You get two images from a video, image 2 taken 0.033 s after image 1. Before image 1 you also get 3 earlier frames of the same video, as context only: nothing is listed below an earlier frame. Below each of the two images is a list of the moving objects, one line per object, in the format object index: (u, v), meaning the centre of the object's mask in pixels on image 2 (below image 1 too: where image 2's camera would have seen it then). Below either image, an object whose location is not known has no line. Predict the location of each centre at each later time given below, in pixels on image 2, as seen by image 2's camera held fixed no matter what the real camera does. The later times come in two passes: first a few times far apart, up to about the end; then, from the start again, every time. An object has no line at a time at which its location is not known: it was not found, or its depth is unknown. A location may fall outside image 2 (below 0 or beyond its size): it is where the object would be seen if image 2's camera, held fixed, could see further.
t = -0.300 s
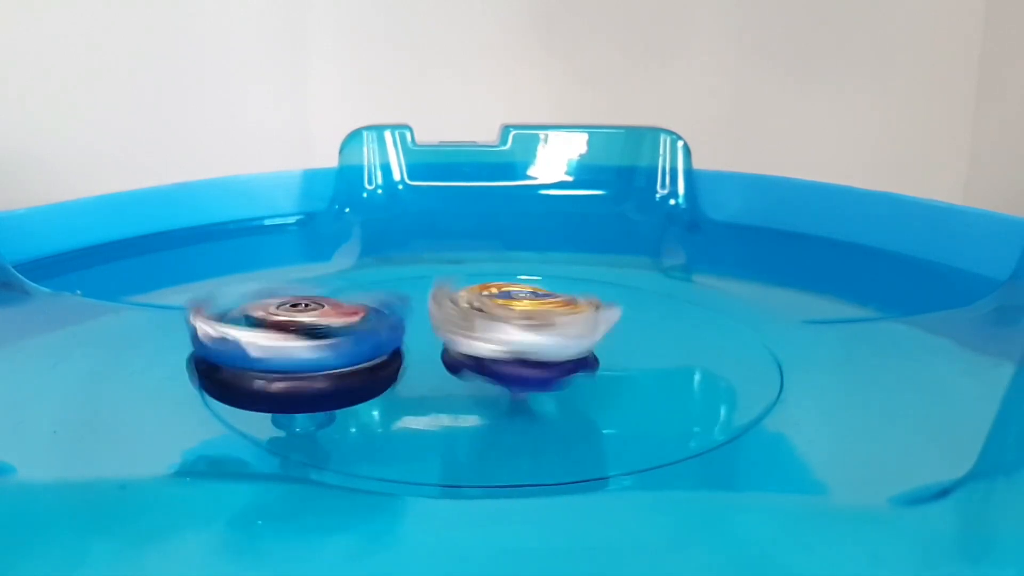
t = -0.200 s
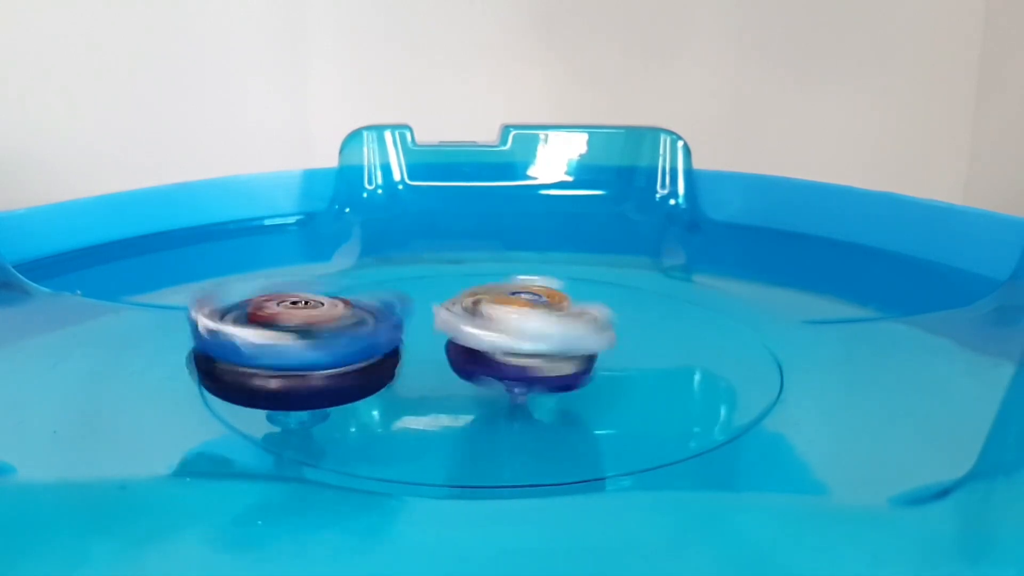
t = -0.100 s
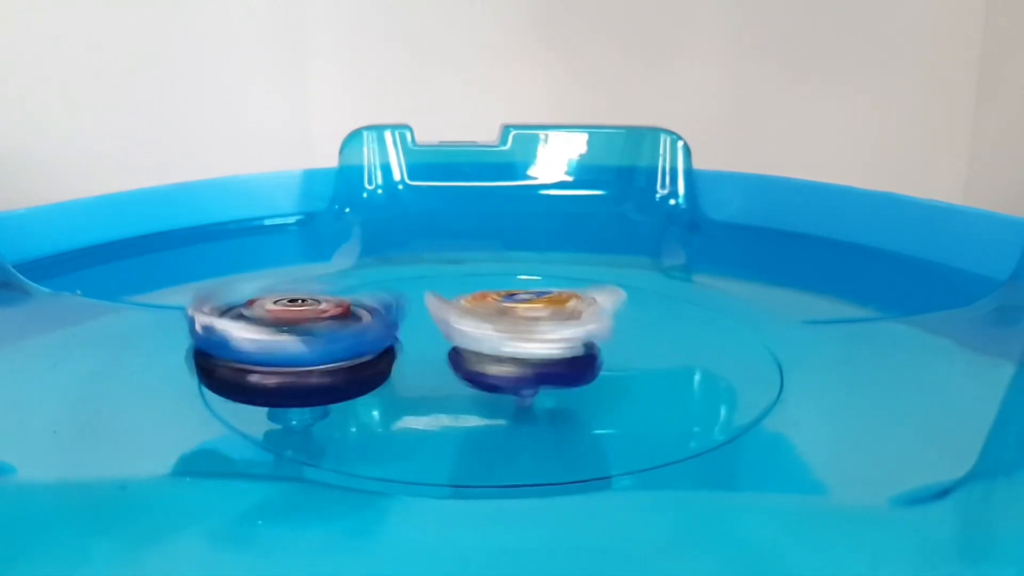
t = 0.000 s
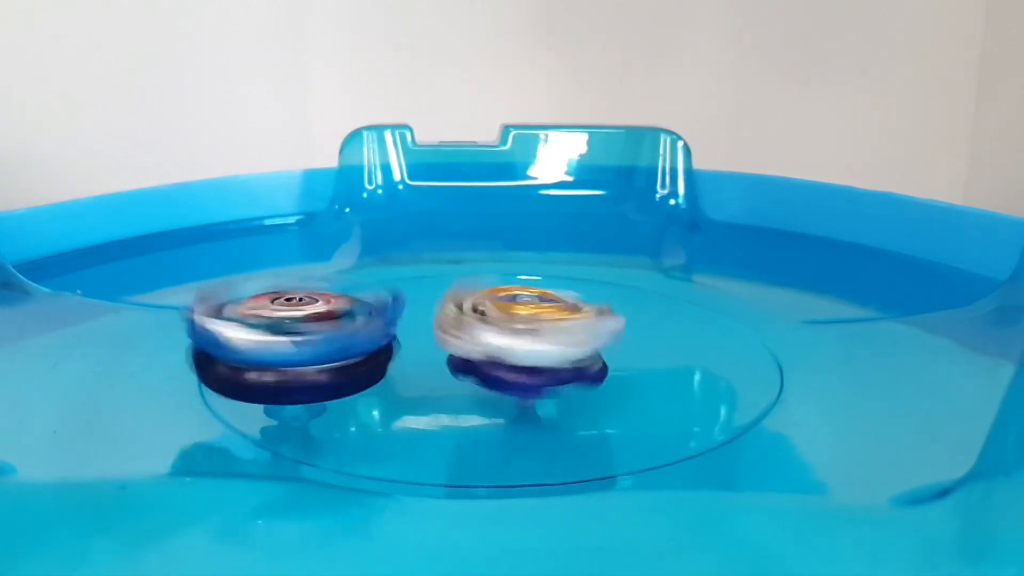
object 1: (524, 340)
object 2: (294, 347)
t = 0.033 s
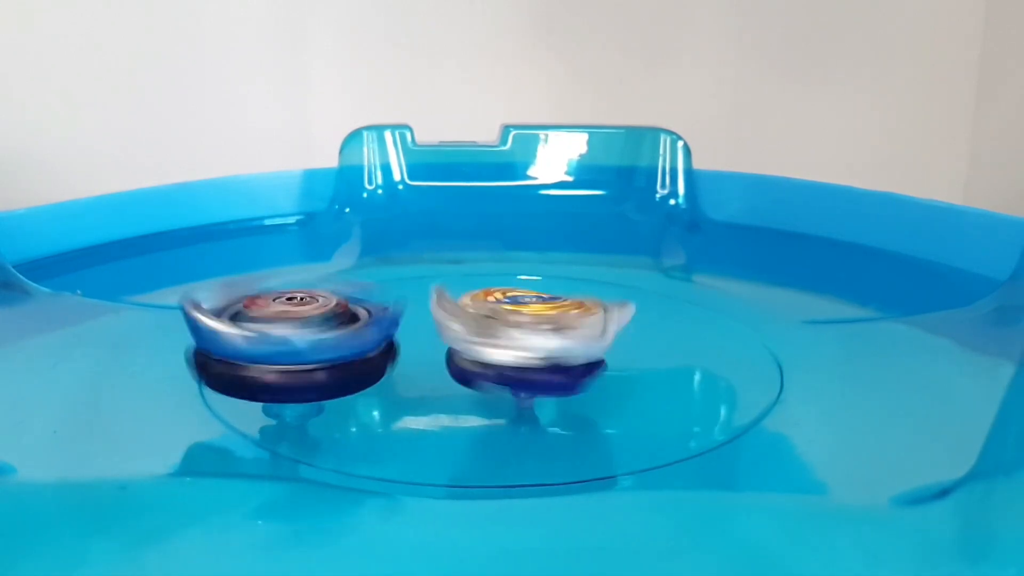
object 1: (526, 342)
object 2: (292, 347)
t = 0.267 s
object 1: (533, 344)
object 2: (292, 341)
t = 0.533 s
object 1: (532, 349)
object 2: (293, 333)
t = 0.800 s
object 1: (529, 352)
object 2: (297, 328)
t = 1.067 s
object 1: (533, 354)
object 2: (304, 323)
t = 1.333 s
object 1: (525, 357)
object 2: (311, 318)
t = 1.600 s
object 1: (515, 357)
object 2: (321, 313)
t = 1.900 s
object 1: (507, 359)
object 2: (337, 306)
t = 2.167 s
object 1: (493, 359)
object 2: (350, 300)
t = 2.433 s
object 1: (478, 357)
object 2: (367, 290)
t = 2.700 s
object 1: (478, 352)
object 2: (392, 282)
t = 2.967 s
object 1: (468, 348)
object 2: (421, 272)
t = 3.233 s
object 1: (470, 345)
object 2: (445, 268)
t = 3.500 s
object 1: (472, 339)
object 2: (464, 265)
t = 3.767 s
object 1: (472, 338)
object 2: (495, 263)
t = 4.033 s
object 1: (490, 348)
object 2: (508, 251)
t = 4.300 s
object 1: (495, 354)
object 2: (528, 234)
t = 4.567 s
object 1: (508, 357)
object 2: (549, 217)
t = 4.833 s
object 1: (508, 362)
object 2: (566, 211)
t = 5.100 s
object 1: (511, 365)
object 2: (587, 202)
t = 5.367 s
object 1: (504, 368)
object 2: (602, 195)
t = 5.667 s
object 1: (507, 368)
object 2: (615, 189)
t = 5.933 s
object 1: (500, 368)
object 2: (622, 186)
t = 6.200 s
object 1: (503, 365)
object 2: (627, 184)
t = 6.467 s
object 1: (498, 363)
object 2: (629, 187)
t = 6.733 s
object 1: (499, 361)
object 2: (628, 189)
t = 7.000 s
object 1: (501, 358)
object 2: (630, 191)
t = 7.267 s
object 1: (500, 354)
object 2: (629, 194)
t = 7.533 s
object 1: (509, 347)
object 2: (631, 198)
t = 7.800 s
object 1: (512, 345)
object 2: (631, 201)
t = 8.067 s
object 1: (518, 339)
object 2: (632, 204)
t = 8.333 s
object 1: (528, 330)
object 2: (632, 209)
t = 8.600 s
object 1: (531, 325)
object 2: (632, 213)
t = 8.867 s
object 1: (544, 318)
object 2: (629, 224)
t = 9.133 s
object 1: (553, 312)
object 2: (628, 235)
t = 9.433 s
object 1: (543, 329)
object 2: (625, 234)
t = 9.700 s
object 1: (519, 356)
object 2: (619, 205)
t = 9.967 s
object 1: (492, 378)
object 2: (613, 201)
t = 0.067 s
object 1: (529, 341)
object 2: (292, 346)
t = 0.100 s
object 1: (530, 342)
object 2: (293, 345)
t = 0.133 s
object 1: (528, 343)
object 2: (291, 345)
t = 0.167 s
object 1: (526, 344)
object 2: (291, 345)
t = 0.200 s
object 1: (529, 344)
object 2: (292, 344)
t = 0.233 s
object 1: (531, 343)
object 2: (289, 343)
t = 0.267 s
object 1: (533, 344)
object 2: (292, 341)
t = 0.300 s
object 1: (530, 344)
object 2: (293, 340)
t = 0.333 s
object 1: (528, 346)
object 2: (291, 340)
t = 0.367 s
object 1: (531, 346)
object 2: (293, 335)
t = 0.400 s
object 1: (533, 346)
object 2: (292, 339)
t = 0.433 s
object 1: (533, 347)
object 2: (291, 339)
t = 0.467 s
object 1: (530, 347)
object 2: (293, 337)
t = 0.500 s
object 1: (529, 349)
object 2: (292, 333)
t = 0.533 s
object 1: (532, 349)
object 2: (293, 333)
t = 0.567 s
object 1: (535, 348)
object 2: (295, 331)
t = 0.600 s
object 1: (534, 349)
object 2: (294, 332)
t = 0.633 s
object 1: (530, 347)
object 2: (295, 332)
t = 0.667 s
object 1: (531, 350)
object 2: (295, 333)
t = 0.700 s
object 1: (533, 350)
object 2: (294, 330)
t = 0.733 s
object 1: (535, 350)
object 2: (296, 331)
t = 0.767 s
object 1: (533, 351)
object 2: (296, 331)
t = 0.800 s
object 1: (529, 352)
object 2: (297, 328)
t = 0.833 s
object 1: (530, 353)
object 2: (299, 326)
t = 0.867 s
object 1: (533, 352)
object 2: (299, 326)
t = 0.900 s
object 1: (535, 352)
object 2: (300, 325)
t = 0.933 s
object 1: (532, 352)
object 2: (301, 327)
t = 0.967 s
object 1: (528, 352)
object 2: (300, 325)
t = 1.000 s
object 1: (530, 354)
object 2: (302, 324)
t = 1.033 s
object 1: (531, 353)
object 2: (303, 322)
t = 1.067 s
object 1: (533, 354)
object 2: (304, 323)
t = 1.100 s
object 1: (529, 355)
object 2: (306, 321)
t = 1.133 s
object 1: (526, 355)
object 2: (307, 321)
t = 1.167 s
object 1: (528, 356)
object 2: (306, 320)
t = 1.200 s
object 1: (530, 355)
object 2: (308, 319)
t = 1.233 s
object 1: (531, 355)
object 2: (307, 321)
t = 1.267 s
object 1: (526, 355)
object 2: (309, 317)
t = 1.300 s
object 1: (523, 357)
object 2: (310, 317)
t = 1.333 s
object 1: (525, 357)
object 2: (311, 318)
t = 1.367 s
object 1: (526, 356)
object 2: (315, 316)
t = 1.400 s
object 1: (525, 357)
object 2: (314, 316)
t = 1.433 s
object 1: (521, 357)
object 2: (315, 316)
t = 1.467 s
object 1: (519, 359)
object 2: (318, 315)
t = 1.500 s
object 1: (520, 360)
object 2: (317, 314)
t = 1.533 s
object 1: (522, 357)
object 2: (318, 313)
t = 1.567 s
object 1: (521, 358)
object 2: (321, 313)
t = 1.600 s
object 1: (515, 357)
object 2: (321, 313)
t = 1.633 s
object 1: (513, 359)
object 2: (324, 312)
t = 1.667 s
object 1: (514, 359)
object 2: (324, 310)
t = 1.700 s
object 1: (516, 358)
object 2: (325, 311)
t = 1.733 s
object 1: (513, 359)
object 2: (328, 310)
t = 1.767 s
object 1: (508, 359)
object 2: (329, 309)
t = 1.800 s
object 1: (506, 360)
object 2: (328, 308)
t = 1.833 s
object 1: (507, 360)
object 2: (331, 306)
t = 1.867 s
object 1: (509, 358)
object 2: (333, 307)
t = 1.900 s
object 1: (507, 359)
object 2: (337, 306)
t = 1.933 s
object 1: (500, 358)
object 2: (338, 304)
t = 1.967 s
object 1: (498, 358)
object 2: (335, 305)
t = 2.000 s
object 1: (501, 358)
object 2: (339, 304)
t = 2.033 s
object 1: (501, 358)
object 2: (342, 303)
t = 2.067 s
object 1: (497, 360)
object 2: (343, 302)
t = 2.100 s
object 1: (493, 359)
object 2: (345, 301)
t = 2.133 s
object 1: (491, 359)
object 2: (346, 301)
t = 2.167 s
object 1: (493, 359)
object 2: (350, 300)
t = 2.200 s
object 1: (494, 357)
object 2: (355, 298)
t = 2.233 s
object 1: (491, 357)
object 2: (353, 299)
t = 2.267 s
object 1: (485, 356)
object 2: (354, 297)
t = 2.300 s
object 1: (484, 357)
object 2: (356, 296)
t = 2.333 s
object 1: (487, 356)
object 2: (358, 296)
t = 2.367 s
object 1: (488, 356)
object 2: (363, 295)
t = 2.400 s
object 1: (483, 357)
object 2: (362, 294)
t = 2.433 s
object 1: (478, 357)
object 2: (367, 290)
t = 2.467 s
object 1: (478, 356)
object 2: (372, 288)
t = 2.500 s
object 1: (481, 355)
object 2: (372, 288)
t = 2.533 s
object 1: (482, 354)
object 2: (377, 288)
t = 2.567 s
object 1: (479, 354)
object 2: (376, 285)
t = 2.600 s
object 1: (474, 354)
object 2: (379, 283)
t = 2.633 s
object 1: (474, 353)
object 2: (385, 280)
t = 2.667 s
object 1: (477, 353)
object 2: (388, 283)
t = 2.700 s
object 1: (478, 352)
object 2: (392, 282)
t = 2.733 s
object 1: (474, 354)
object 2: (392, 281)
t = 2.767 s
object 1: (470, 352)
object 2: (396, 281)
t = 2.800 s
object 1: (470, 352)
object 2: (403, 278)
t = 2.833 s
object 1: (473, 351)
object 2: (404, 278)
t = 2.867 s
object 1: (474, 350)
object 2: (404, 280)
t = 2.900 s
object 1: (472, 351)
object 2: (409, 275)
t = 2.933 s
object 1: (468, 348)
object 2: (412, 276)
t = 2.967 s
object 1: (468, 348)
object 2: (421, 272)
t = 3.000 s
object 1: (470, 347)
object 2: (422, 271)
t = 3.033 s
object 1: (472, 346)
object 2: (420, 274)
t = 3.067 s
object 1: (470, 352)
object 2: (428, 271)
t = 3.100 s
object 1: (466, 347)
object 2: (432, 271)
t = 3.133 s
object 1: (468, 347)
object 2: (433, 271)
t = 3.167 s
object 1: (471, 344)
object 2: (436, 271)
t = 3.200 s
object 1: (471, 344)
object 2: (433, 270)
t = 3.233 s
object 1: (470, 345)
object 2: (445, 268)
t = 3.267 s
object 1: (466, 342)
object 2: (449, 266)
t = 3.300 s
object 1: (468, 342)
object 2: (447, 268)
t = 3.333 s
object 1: (470, 341)
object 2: (450, 267)
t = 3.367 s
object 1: (472, 340)
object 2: (449, 267)
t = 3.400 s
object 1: (470, 343)
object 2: (459, 266)
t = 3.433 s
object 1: (467, 342)
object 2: (465, 266)
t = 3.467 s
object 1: (470, 341)
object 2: (464, 266)
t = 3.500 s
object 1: (472, 339)
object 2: (464, 265)
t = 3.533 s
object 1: (473, 340)
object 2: (473, 265)
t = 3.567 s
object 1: (472, 338)
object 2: (474, 262)
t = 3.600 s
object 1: (469, 338)
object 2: (479, 264)
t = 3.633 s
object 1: (472, 337)
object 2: (478, 263)
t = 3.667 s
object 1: (474, 336)
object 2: (478, 262)
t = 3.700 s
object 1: (475, 335)
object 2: (489, 262)
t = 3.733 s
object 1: (473, 337)
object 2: (493, 265)
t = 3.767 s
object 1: (472, 338)
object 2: (495, 263)
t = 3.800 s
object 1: (475, 340)
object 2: (495, 263)
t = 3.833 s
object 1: (480, 340)
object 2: (495, 259)
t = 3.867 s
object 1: (483, 341)
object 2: (497, 256)
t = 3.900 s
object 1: (482, 343)
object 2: (502, 257)
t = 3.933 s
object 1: (481, 344)
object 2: (504, 255)
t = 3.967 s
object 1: (482, 347)
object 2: (504, 254)
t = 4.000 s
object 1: (486, 348)
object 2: (508, 252)
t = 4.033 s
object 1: (490, 348)
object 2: (508, 251)
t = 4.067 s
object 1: (490, 348)
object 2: (512, 247)
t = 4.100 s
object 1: (489, 350)
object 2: (515, 245)
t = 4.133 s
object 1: (488, 352)
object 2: (515, 245)
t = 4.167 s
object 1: (491, 353)
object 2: (519, 241)
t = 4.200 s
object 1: (496, 352)
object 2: (520, 240)
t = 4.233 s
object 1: (498, 352)
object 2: (524, 236)
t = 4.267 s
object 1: (497, 355)
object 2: (527, 234)
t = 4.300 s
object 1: (495, 354)
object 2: (528, 234)
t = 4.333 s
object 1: (498, 355)
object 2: (531, 231)
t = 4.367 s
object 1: (502, 355)
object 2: (533, 229)
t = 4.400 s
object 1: (505, 355)
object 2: (537, 225)
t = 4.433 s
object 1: (504, 359)
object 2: (539, 225)
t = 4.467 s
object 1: (502, 357)
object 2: (542, 223)
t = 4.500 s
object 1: (502, 357)
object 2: (544, 220)
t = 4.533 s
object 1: (504, 359)
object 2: (545, 219)
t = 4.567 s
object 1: (508, 357)
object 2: (549, 217)
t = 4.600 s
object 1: (510, 358)
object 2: (550, 220)
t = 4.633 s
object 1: (508, 360)
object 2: (553, 219)
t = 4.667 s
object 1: (505, 359)
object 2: (555, 219)
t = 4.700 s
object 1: (506, 361)
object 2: (557, 218)
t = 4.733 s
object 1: (509, 362)
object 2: (561, 216)
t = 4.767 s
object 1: (511, 361)
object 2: (561, 214)
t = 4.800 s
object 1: (510, 363)
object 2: (566, 210)
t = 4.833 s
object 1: (508, 362)
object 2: (566, 211)
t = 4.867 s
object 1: (507, 362)
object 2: (569, 210)
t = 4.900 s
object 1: (512, 362)
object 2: (574, 208)
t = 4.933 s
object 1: (513, 364)
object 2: (575, 209)
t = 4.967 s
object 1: (511, 365)
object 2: (577, 206)
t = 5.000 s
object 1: (507, 366)
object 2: (581, 205)
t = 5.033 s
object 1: (508, 367)
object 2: (582, 203)
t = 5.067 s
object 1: (510, 365)
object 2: (585, 201)
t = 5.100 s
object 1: (511, 365)
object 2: (587, 202)
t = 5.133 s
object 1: (510, 368)
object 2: (588, 200)
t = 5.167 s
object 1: (507, 366)
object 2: (591, 200)
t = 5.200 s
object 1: (506, 366)
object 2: (592, 200)
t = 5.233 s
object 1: (507, 367)
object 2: (596, 199)
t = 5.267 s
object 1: (508, 367)
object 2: (596, 197)
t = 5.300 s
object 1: (509, 368)
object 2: (599, 198)
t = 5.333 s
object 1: (506, 369)
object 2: (601, 196)
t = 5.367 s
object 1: (504, 368)
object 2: (602, 195)
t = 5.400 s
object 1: (505, 368)
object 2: (605, 194)
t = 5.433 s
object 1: (507, 368)
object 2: (605, 193)
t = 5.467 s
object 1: (508, 367)
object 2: (607, 193)
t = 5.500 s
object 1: (507, 370)
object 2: (608, 192)
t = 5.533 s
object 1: (504, 368)
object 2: (610, 192)
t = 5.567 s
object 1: (502, 368)
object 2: (612, 192)
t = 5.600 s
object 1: (503, 369)
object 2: (613, 192)
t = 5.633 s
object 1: (505, 368)
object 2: (616, 189)
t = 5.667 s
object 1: (507, 368)
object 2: (615, 189)
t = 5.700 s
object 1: (505, 369)
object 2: (617, 188)
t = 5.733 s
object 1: (500, 368)
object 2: (617, 188)
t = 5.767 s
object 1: (501, 369)
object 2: (618, 187)
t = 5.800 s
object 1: (504, 369)
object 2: (618, 187)
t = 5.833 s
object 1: (506, 367)
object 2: (618, 187)
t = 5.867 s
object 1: (505, 369)
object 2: (621, 187)
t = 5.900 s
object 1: (502, 370)
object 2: (620, 187)
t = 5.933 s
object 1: (500, 368)
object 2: (622, 186)
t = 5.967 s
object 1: (500, 368)
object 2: (622, 185)
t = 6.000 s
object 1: (502, 368)
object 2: (622, 184)
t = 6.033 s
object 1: (504, 367)
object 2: (623, 184)
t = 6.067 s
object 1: (503, 368)
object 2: (623, 184)
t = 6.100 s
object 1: (498, 366)
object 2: (625, 185)
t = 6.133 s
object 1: (498, 367)
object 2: (625, 184)
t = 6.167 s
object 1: (501, 367)
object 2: (627, 184)
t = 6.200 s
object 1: (503, 365)
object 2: (627, 184)
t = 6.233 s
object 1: (503, 366)
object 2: (627, 186)
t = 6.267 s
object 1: (501, 367)
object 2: (627, 184)
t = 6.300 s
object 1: (499, 366)
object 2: (626, 184)
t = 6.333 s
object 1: (500, 365)
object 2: (627, 187)
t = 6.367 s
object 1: (501, 366)
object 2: (625, 186)
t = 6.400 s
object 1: (503, 364)
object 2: (628, 186)
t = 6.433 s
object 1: (503, 364)
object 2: (626, 186)
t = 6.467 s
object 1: (498, 363)
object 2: (629, 187)
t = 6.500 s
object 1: (496, 363)
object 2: (628, 187)
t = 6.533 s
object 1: (499, 363)
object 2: (628, 186)
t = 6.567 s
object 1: (501, 362)
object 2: (628, 187)
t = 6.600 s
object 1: (502, 362)
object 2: (627, 187)
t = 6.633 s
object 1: (500, 364)
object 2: (630, 189)
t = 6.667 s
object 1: (498, 362)
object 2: (627, 188)
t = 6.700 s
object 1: (498, 361)
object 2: (629, 191)
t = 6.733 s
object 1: (499, 361)
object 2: (628, 189)
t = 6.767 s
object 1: (501, 360)
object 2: (630, 189)
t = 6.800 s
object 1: (502, 359)
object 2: (629, 189)
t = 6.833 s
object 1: (499, 359)
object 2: (629, 189)
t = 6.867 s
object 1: (495, 358)
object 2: (629, 189)
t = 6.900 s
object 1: (497, 358)
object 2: (628, 190)
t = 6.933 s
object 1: (500, 358)
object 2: (630, 191)
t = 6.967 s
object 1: (501, 357)
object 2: (628, 190)
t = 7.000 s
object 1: (501, 358)
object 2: (630, 191)
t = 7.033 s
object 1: (498, 358)
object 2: (629, 191)
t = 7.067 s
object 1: (497, 357)
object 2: (632, 194)
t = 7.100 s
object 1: (499, 357)
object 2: (630, 192)
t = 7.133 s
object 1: (502, 355)
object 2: (631, 192)
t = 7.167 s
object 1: (504, 353)
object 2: (631, 194)
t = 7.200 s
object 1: (503, 354)
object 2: (630, 193)
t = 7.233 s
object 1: (500, 353)
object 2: (631, 195)
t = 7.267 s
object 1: (500, 354)
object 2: (629, 194)
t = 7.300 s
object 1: (503, 353)
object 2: (631, 197)
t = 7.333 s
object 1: (505, 352)
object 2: (630, 195)
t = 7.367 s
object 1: (506, 351)
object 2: (632, 198)
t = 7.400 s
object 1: (505, 352)
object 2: (632, 198)
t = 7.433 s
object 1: (502, 351)
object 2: (631, 196)
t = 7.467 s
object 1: (504, 350)
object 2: (632, 197)
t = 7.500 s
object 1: (506, 349)
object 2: (631, 197)
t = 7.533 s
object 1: (509, 347)
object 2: (631, 198)
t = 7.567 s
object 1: (509, 347)
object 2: (630, 198)
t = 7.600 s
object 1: (508, 347)
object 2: (632, 201)
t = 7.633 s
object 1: (506, 346)
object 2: (631, 199)
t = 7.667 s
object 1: (508, 347)
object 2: (632, 200)
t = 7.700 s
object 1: (511, 346)
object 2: (632, 202)
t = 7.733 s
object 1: (513, 345)
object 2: (631, 200)
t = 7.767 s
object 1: (513, 346)
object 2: (632, 200)
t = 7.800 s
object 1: (512, 345)
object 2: (631, 201)
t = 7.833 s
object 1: (510, 344)
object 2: (632, 202)
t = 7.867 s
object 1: (513, 344)
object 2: (631, 203)
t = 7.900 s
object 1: (516, 341)
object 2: (632, 203)
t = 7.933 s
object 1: (518, 339)
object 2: (632, 203)
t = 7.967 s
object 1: (517, 340)
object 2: (632, 206)
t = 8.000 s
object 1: (515, 339)
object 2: (632, 204)
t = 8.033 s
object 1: (516, 340)
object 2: (632, 203)
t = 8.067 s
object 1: (518, 339)
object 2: (632, 204)
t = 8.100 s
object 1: (521, 336)
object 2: (631, 205)
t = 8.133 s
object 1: (522, 337)
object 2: (632, 206)
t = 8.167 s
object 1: (521, 337)
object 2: (630, 209)
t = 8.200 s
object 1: (519, 336)
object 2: (632, 209)
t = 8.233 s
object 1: (521, 335)
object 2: (631, 208)
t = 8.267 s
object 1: (524, 334)
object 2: (632, 208)
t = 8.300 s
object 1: (527, 330)
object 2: (632, 208)
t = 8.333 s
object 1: (528, 330)
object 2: (632, 209)
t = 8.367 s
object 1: (526, 330)
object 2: (632, 209)
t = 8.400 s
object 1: (525, 330)
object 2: (631, 210)
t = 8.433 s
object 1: (527, 329)
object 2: (632, 210)
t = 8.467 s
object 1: (530, 329)
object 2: (630, 211)
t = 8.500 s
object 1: (533, 326)
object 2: (631, 213)
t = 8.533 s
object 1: (533, 327)
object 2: (630, 214)
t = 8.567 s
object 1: (532, 327)
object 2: (631, 215)
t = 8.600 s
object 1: (531, 325)
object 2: (632, 213)
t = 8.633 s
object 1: (533, 325)
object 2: (630, 216)
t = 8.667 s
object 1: (537, 323)
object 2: (631, 217)
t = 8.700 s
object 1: (540, 321)
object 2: (628, 219)
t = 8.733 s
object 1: (539, 321)
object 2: (630, 220)
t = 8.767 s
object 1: (537, 320)
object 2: (628, 221)
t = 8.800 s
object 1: (538, 321)
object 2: (630, 222)
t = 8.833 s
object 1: (541, 320)
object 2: (628, 223)
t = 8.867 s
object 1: (544, 318)
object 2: (629, 224)
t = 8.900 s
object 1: (546, 316)
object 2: (630, 226)
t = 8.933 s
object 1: (545, 318)
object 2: (628, 227)
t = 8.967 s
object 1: (544, 316)
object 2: (629, 229)
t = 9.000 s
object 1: (544, 316)
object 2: (627, 230)
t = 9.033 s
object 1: (548, 315)
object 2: (629, 229)
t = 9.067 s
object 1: (551, 312)
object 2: (629, 231)
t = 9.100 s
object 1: (553, 311)
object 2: (631, 230)
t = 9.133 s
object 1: (553, 312)
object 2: (628, 235)
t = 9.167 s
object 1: (551, 310)
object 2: (628, 234)
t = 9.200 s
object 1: (552, 311)
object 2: (629, 237)
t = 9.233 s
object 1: (556, 310)
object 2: (629, 234)
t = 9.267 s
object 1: (558, 308)
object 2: (632, 238)
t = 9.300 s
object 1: (556, 311)
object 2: (634, 238)
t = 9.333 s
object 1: (552, 314)
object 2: (632, 240)
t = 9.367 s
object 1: (547, 319)
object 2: (628, 238)
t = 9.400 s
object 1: (544, 324)
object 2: (626, 236)
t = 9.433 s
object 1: (543, 329)
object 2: (625, 234)
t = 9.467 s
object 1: (541, 333)
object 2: (624, 227)
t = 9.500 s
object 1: (539, 336)
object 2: (624, 223)
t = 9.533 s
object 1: (537, 340)
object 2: (623, 219)
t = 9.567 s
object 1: (533, 344)
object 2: (623, 215)
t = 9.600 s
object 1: (529, 348)
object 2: (621, 212)
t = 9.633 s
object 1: (523, 350)
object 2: (620, 210)
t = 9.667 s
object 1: (521, 354)
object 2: (620, 209)
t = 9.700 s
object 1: (519, 356)
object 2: (619, 205)
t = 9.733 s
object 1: (518, 358)
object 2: (618, 204)
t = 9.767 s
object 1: (515, 360)
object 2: (618, 204)
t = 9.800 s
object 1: (512, 363)
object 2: (617, 203)
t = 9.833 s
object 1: (506, 367)
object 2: (616, 204)
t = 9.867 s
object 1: (500, 370)
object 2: (616, 205)
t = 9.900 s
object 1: (496, 373)
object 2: (614, 204)
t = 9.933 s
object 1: (494, 376)
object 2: (615, 205)
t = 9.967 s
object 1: (492, 378)
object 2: (613, 201)
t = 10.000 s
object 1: (491, 380)
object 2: (614, 199)
